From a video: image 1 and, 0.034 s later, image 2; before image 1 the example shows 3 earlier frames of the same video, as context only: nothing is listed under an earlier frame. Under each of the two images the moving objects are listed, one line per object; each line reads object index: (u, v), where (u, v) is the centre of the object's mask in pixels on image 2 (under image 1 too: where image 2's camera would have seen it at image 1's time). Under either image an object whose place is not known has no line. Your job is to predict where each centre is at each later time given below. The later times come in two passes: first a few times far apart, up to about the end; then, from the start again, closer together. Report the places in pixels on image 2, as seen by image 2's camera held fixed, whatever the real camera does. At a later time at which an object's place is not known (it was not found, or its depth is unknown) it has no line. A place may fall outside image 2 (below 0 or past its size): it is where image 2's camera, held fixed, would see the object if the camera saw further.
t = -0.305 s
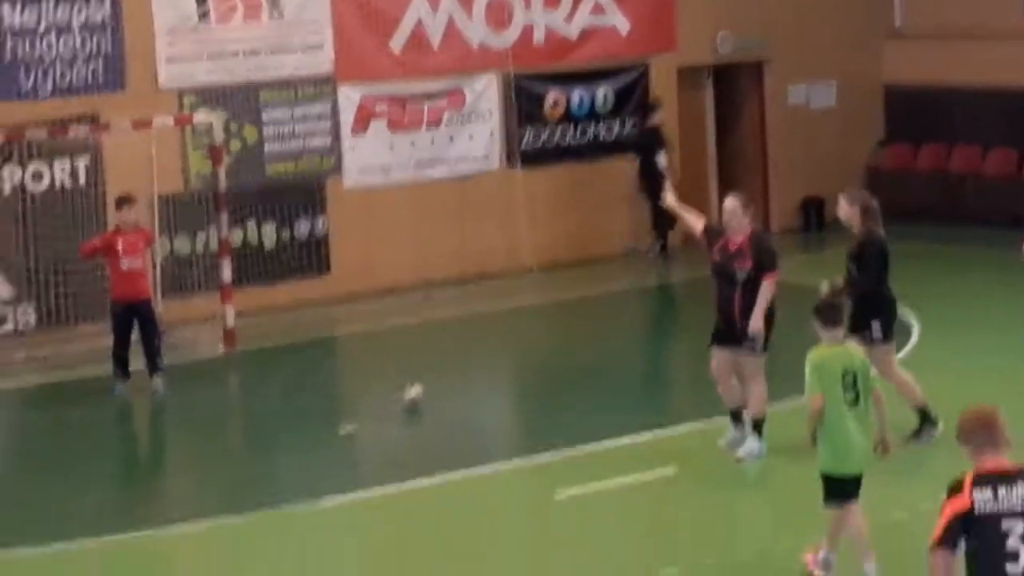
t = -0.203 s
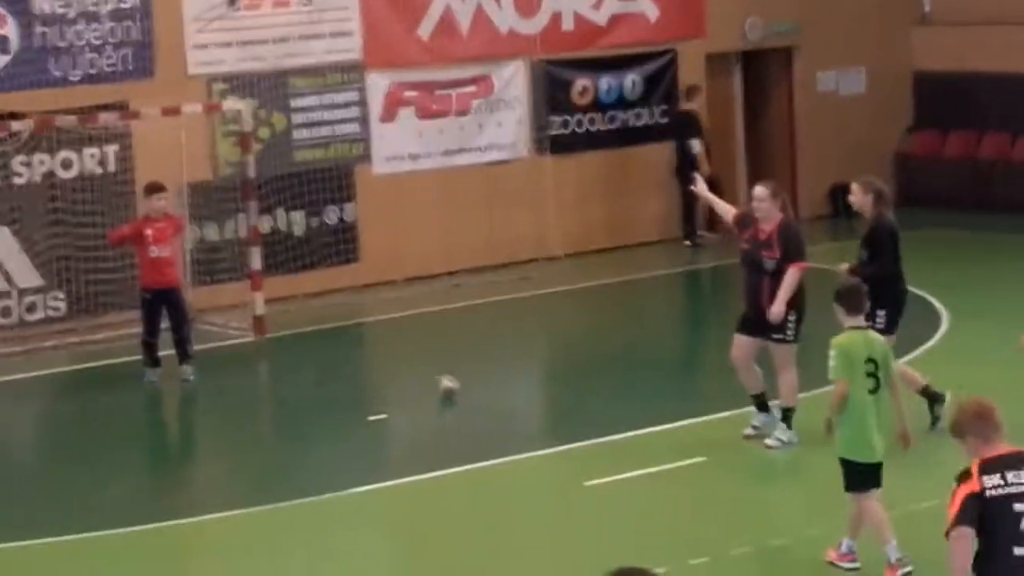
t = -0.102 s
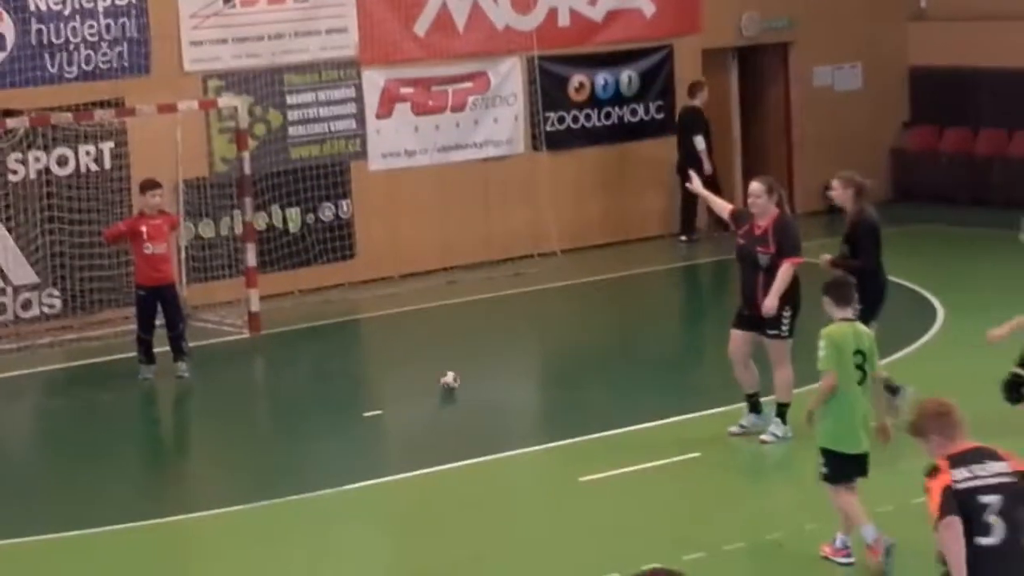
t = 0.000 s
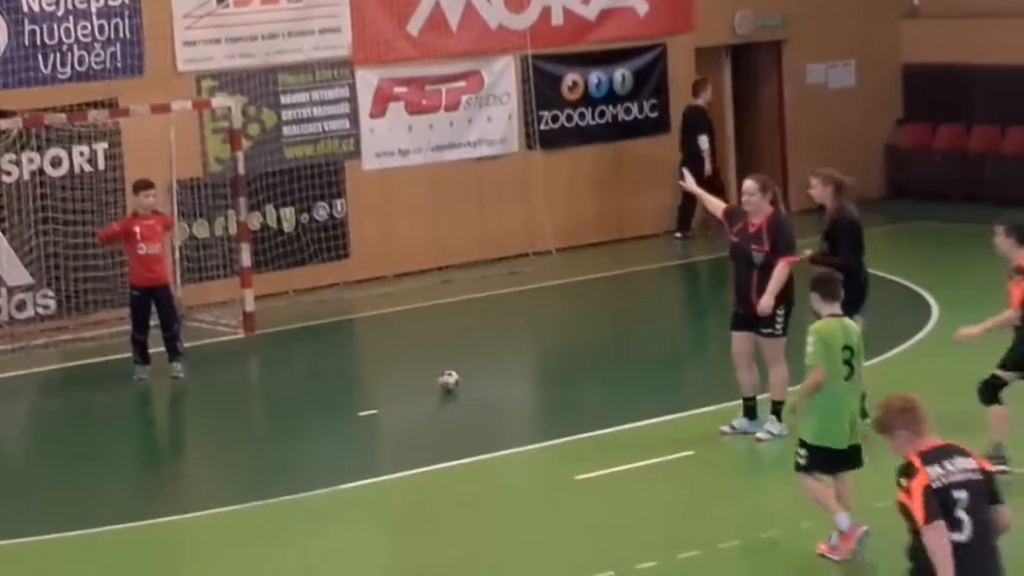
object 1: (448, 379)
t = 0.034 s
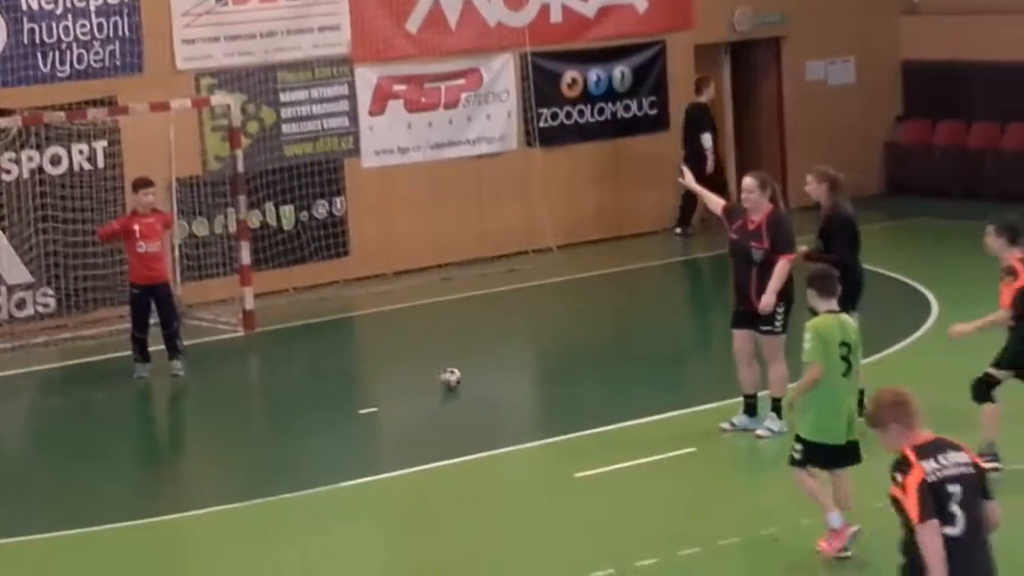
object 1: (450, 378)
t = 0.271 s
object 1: (462, 379)
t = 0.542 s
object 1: (475, 378)
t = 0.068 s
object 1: (452, 378)
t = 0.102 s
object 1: (454, 378)
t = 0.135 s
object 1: (456, 378)
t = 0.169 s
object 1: (457, 379)
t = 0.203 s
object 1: (459, 379)
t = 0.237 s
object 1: (460, 379)
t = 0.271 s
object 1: (462, 379)
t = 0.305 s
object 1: (463, 379)
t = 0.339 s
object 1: (464, 379)
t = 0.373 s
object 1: (466, 379)
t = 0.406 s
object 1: (468, 378)
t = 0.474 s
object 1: (472, 378)
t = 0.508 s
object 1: (473, 378)
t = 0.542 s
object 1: (475, 378)
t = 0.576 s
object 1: (476, 378)
